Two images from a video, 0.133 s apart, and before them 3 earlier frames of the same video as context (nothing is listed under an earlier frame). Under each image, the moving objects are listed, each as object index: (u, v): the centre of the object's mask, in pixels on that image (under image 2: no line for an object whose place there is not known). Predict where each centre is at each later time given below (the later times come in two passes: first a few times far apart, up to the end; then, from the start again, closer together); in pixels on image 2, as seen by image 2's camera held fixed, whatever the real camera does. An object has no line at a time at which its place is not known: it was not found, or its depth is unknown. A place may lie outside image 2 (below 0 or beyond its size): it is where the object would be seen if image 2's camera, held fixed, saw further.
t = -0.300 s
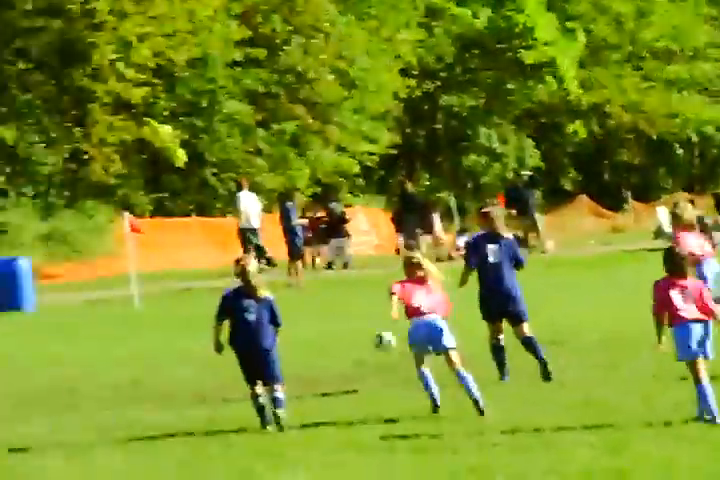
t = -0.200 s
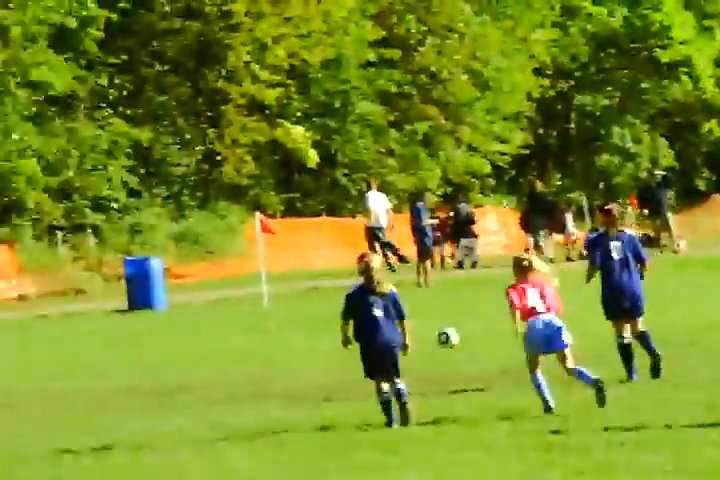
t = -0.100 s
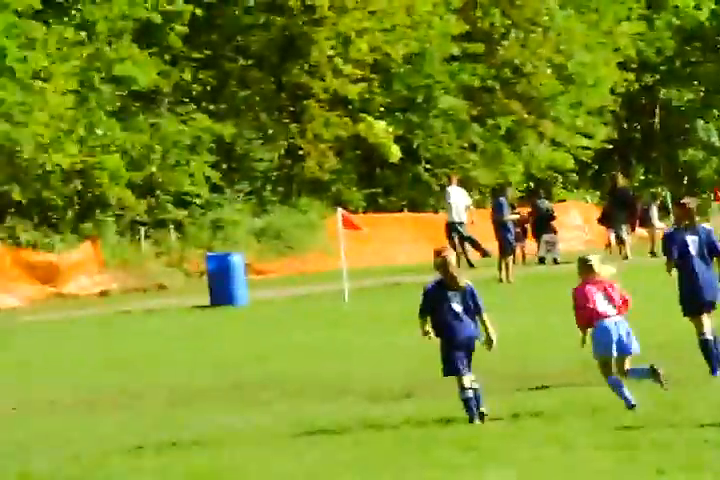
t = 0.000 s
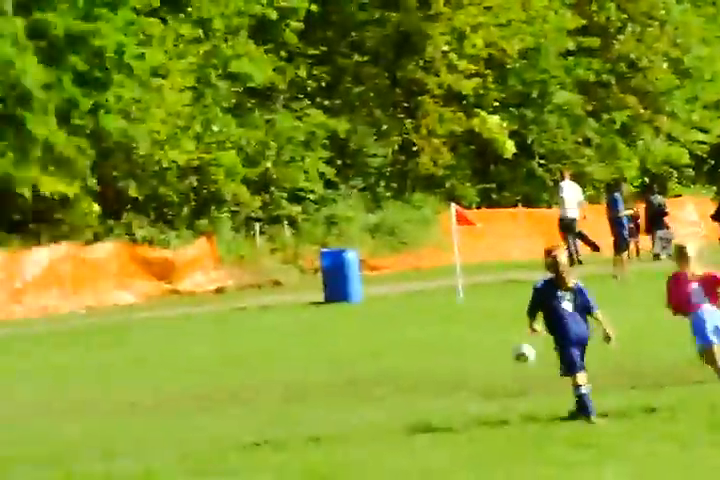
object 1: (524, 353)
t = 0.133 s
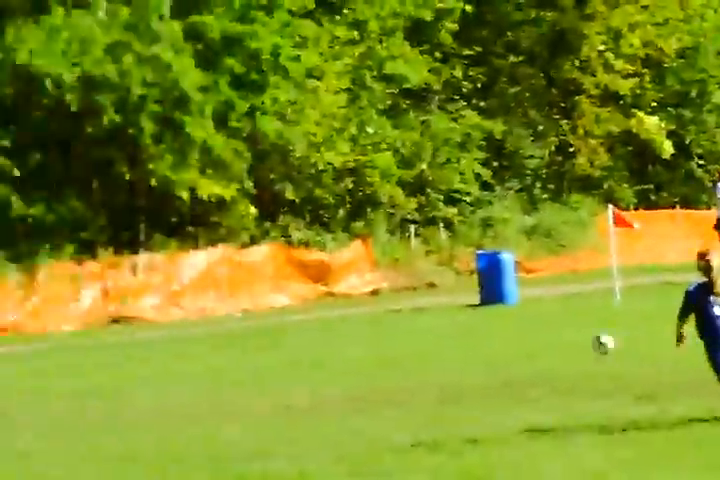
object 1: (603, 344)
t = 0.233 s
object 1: (546, 343)
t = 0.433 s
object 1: (426, 362)
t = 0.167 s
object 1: (583, 341)
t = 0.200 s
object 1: (563, 340)
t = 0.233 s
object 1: (546, 343)
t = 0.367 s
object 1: (476, 353)
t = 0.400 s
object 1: (458, 360)
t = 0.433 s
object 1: (426, 362)
